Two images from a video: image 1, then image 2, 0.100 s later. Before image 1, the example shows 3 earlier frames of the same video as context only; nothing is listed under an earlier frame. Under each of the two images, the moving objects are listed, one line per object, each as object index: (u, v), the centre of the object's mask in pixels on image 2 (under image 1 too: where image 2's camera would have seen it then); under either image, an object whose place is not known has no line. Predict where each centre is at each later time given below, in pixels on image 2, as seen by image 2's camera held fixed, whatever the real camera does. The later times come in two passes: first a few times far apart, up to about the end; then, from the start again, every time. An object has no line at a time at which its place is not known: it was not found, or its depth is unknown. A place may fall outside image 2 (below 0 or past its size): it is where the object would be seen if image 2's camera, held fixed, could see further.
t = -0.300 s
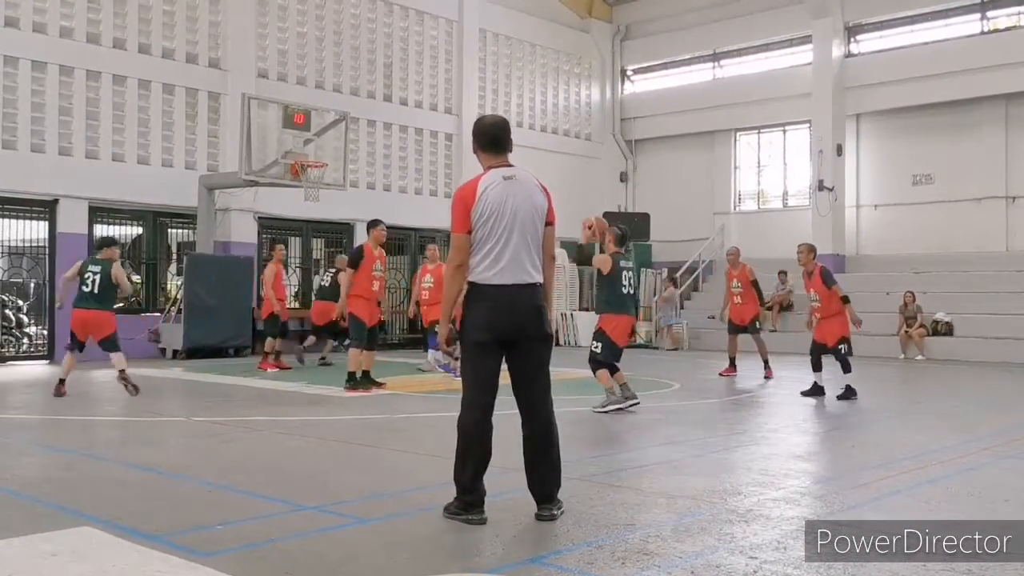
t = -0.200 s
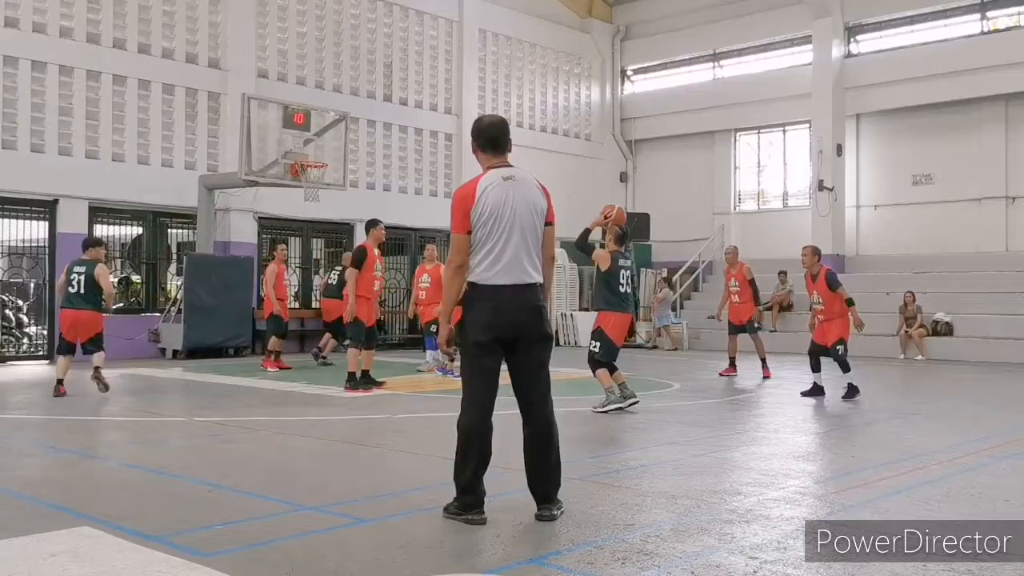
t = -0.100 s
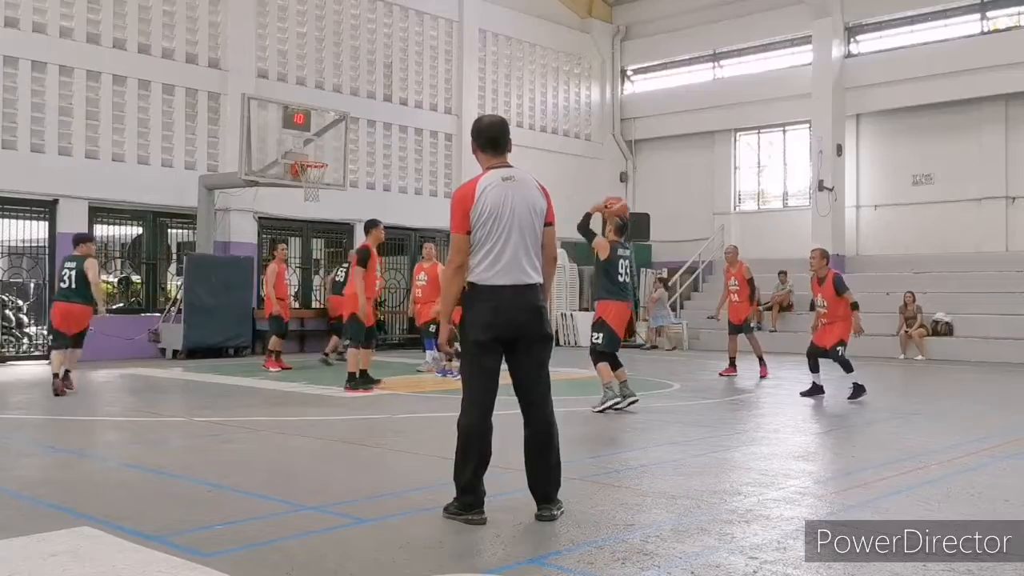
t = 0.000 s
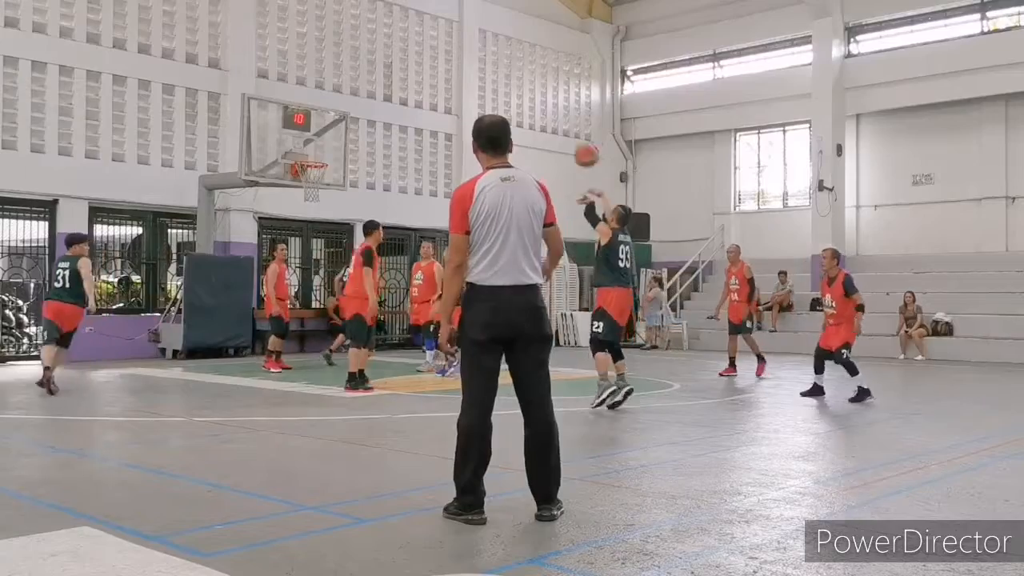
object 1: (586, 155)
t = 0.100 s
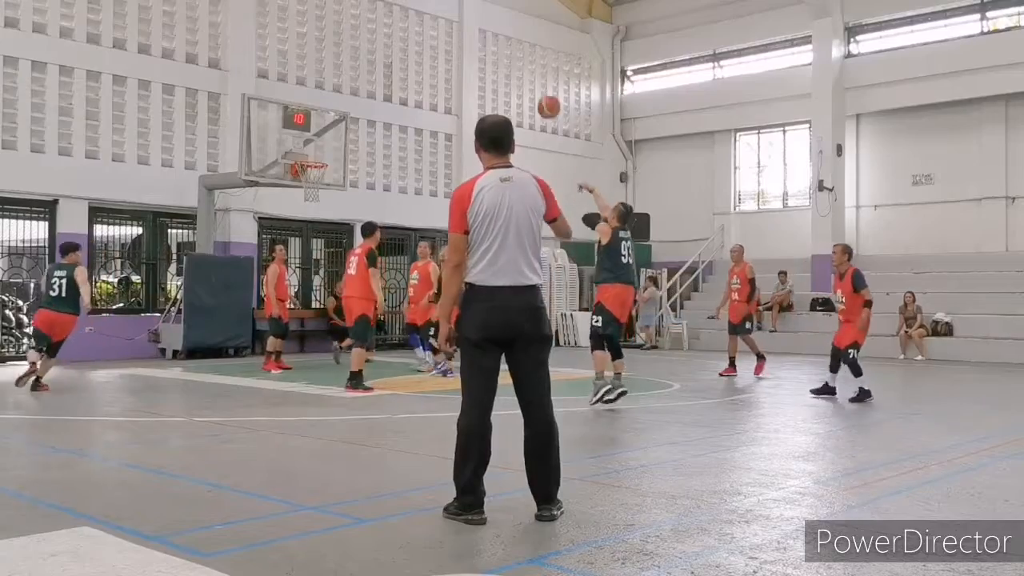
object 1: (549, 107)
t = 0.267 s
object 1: (493, 59)
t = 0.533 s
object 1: (422, 39)
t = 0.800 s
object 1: (365, 76)
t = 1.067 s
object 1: (320, 152)
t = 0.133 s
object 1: (537, 94)
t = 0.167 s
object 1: (525, 83)
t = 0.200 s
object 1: (514, 73)
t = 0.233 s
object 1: (503, 65)
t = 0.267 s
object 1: (493, 59)
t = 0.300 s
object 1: (483, 53)
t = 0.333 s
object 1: (473, 48)
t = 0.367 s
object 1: (464, 44)
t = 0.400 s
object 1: (455, 41)
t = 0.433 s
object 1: (446, 39)
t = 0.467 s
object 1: (438, 38)
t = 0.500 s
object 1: (429, 38)
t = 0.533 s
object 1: (422, 39)
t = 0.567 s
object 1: (414, 41)
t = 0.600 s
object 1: (407, 44)
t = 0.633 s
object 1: (399, 48)
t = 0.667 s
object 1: (393, 52)
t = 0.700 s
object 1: (386, 58)
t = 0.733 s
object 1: (379, 63)
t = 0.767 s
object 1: (372, 69)
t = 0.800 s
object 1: (365, 76)
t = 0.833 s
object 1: (359, 83)
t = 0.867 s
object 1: (353, 91)
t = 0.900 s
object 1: (348, 100)
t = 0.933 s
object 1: (342, 110)
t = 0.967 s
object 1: (338, 120)
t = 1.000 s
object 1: (331, 132)
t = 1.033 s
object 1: (326, 141)
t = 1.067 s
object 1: (320, 152)
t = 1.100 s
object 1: (315, 164)
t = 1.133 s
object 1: (311, 175)
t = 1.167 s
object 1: (309, 180)
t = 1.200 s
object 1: (306, 183)
